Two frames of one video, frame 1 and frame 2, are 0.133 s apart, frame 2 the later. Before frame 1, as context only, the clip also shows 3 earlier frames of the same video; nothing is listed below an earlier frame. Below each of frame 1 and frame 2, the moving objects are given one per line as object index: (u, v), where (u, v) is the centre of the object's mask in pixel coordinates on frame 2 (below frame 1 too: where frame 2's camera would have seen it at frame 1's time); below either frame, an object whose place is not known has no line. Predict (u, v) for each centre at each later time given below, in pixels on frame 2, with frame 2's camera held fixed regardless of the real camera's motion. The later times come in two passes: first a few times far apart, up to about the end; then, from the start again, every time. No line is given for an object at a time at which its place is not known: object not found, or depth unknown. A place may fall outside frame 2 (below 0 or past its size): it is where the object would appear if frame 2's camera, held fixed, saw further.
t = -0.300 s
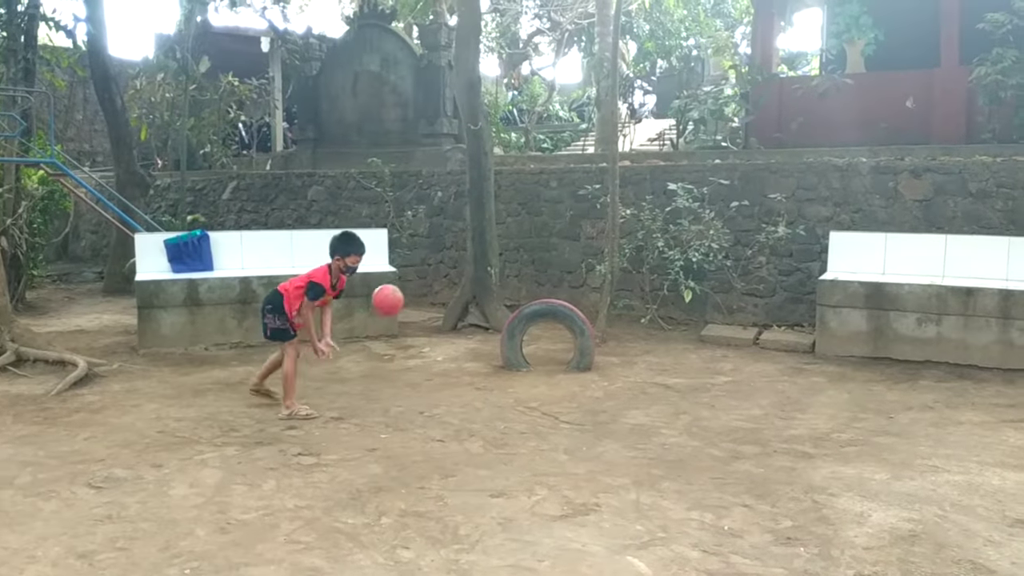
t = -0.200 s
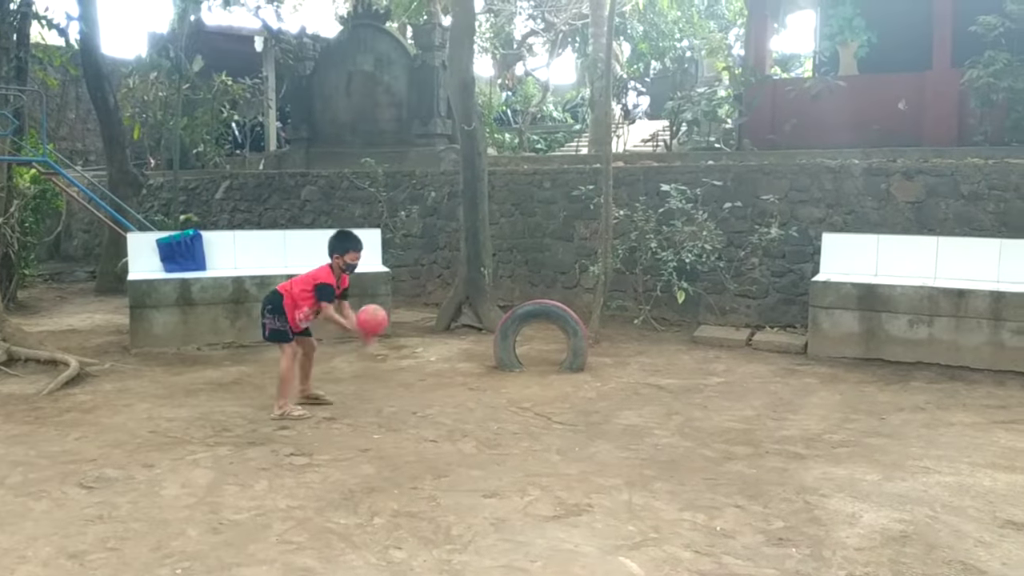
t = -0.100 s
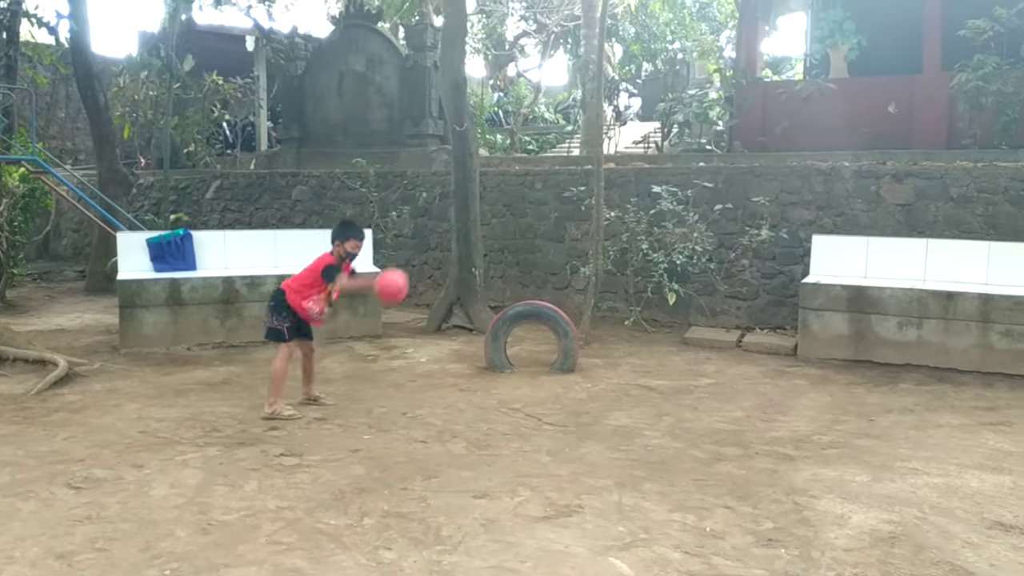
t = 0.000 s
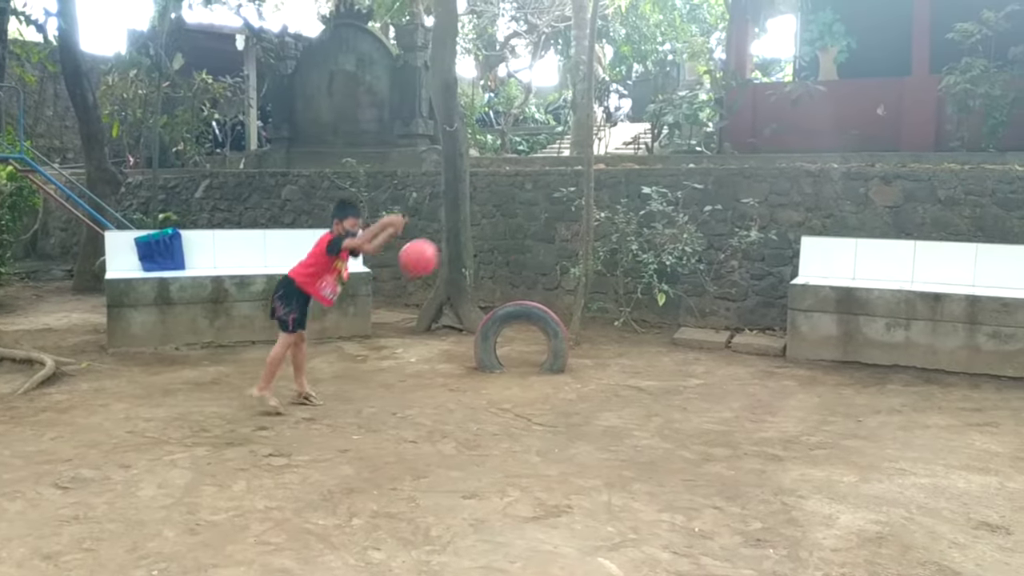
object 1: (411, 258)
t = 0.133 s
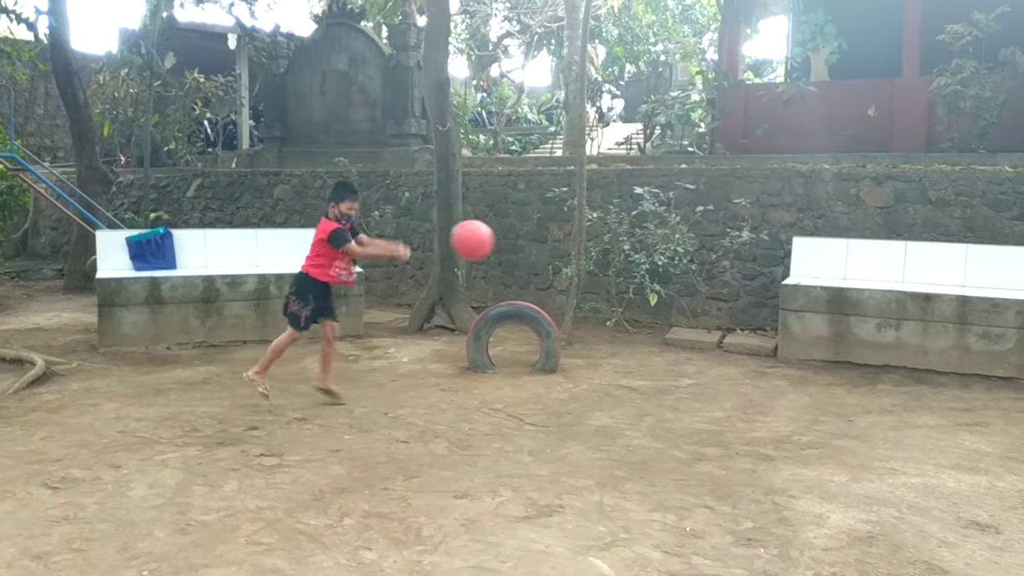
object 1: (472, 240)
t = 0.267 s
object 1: (539, 268)
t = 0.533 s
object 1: (711, 490)
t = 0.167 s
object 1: (487, 243)
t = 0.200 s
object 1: (503, 249)
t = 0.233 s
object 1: (520, 257)
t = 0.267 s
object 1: (539, 268)
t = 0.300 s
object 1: (559, 280)
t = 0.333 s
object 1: (578, 296)
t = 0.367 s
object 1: (597, 318)
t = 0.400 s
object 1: (617, 344)
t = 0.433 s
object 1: (639, 376)
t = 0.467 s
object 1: (660, 410)
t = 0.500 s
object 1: (684, 447)
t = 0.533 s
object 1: (711, 490)
